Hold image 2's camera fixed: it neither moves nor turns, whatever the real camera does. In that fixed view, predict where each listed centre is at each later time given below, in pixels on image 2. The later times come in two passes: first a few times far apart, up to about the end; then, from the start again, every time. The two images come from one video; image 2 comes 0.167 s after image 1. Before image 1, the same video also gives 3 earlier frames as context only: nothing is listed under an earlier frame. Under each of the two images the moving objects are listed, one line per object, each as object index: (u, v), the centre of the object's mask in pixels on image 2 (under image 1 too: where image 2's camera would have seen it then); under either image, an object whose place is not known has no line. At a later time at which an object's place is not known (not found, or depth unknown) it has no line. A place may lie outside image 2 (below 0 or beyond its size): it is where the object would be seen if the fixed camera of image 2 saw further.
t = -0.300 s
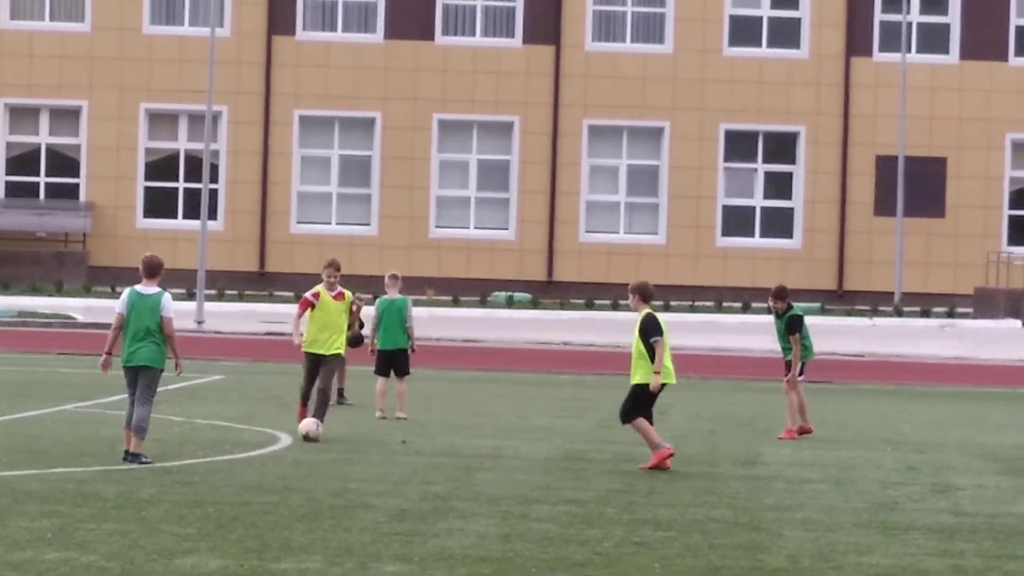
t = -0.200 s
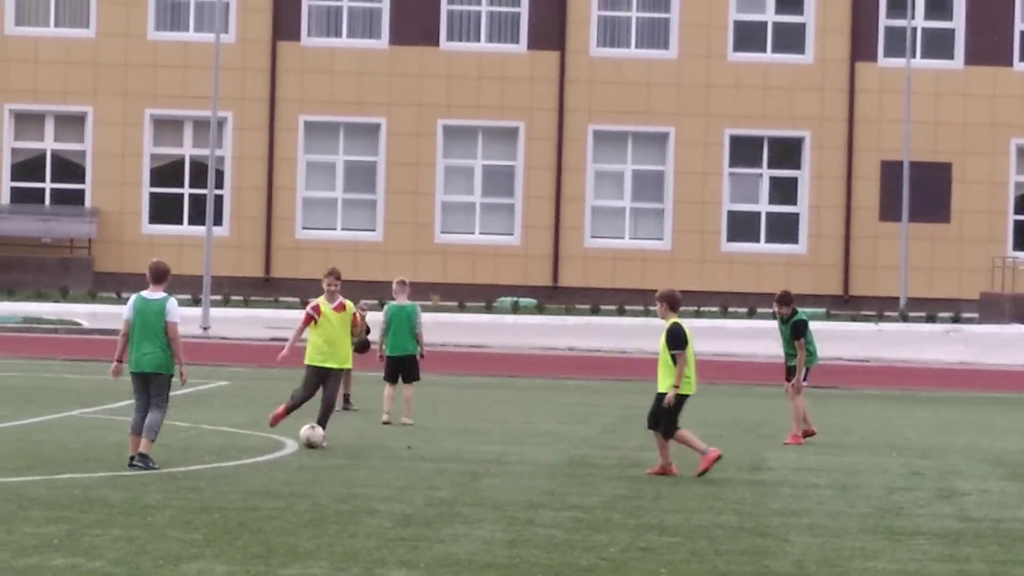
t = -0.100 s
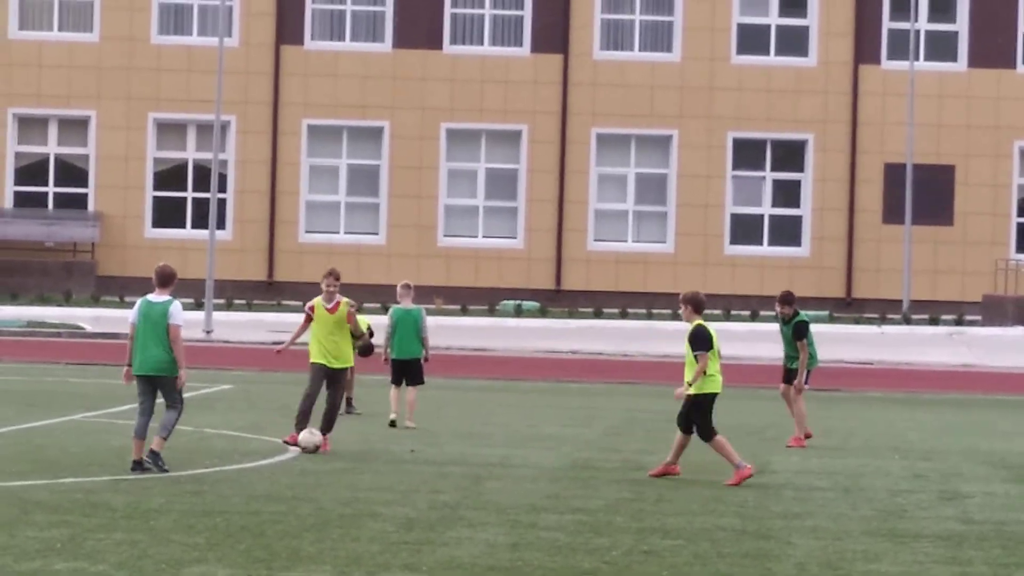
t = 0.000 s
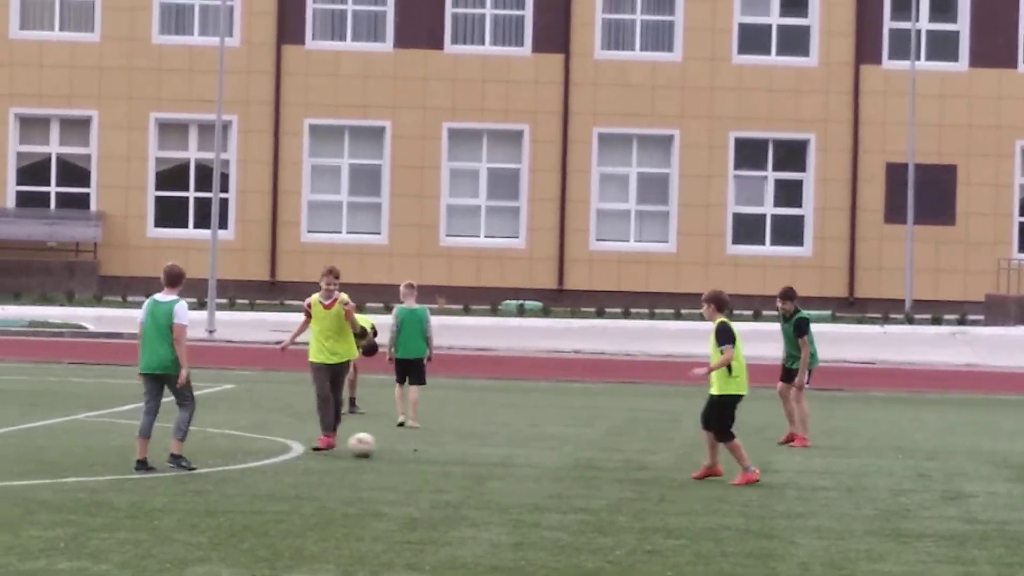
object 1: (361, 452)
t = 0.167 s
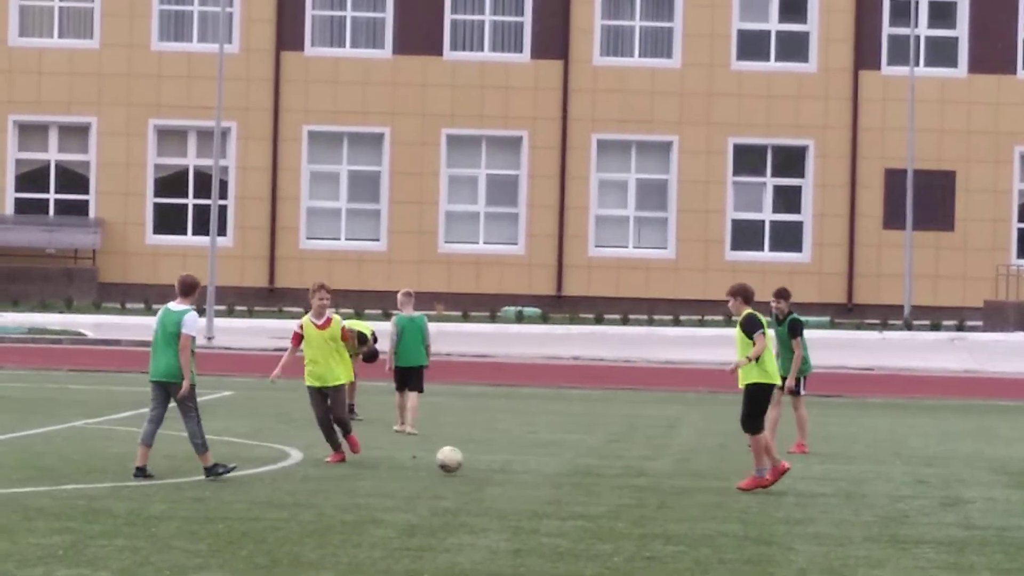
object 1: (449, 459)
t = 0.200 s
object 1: (466, 460)
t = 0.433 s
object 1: (574, 474)
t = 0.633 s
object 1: (660, 487)
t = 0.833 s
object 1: (747, 495)
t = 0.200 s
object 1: (466, 460)
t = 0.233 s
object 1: (483, 463)
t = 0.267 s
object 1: (501, 468)
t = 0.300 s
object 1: (516, 470)
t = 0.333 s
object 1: (530, 470)
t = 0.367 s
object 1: (545, 473)
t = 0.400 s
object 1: (559, 474)
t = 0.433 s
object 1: (574, 474)
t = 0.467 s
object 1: (588, 476)
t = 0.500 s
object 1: (602, 479)
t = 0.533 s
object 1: (617, 481)
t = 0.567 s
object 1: (630, 482)
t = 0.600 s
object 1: (645, 484)
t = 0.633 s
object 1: (660, 487)
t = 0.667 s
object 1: (675, 487)
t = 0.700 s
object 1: (689, 487)
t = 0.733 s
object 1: (703, 489)
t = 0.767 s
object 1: (718, 492)
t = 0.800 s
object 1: (733, 494)
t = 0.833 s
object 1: (747, 495)
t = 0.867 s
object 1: (763, 495)
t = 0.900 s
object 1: (777, 498)
